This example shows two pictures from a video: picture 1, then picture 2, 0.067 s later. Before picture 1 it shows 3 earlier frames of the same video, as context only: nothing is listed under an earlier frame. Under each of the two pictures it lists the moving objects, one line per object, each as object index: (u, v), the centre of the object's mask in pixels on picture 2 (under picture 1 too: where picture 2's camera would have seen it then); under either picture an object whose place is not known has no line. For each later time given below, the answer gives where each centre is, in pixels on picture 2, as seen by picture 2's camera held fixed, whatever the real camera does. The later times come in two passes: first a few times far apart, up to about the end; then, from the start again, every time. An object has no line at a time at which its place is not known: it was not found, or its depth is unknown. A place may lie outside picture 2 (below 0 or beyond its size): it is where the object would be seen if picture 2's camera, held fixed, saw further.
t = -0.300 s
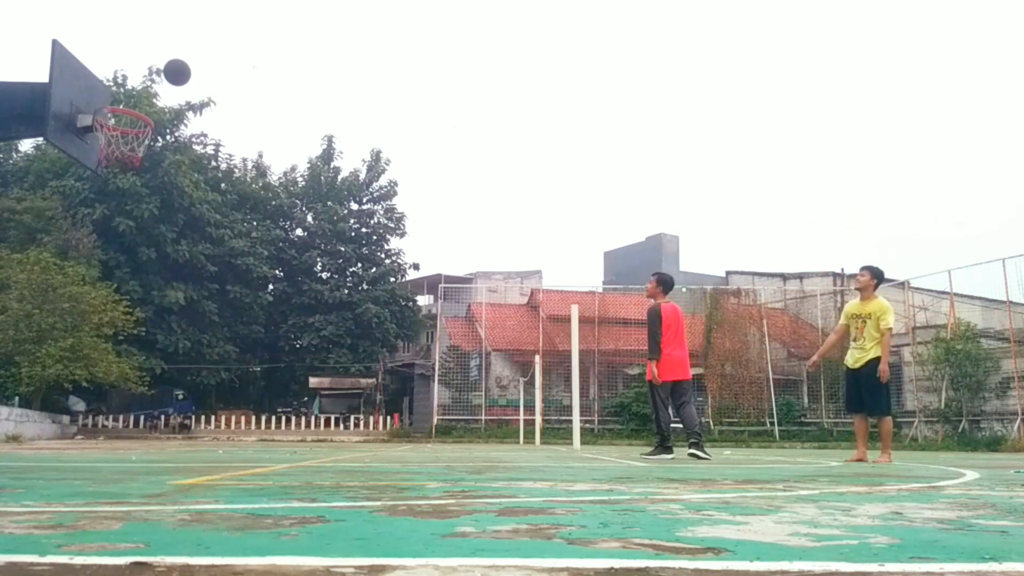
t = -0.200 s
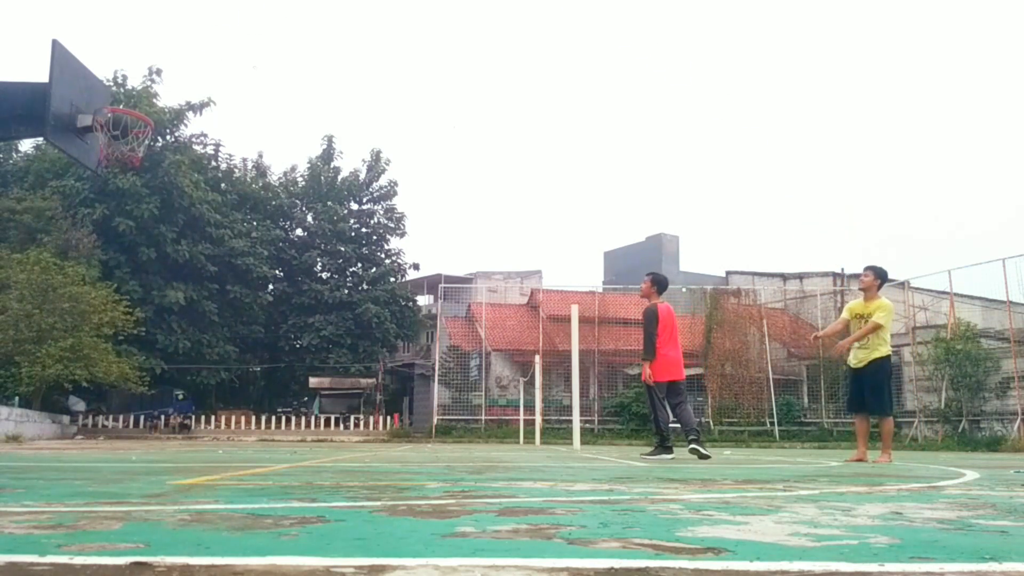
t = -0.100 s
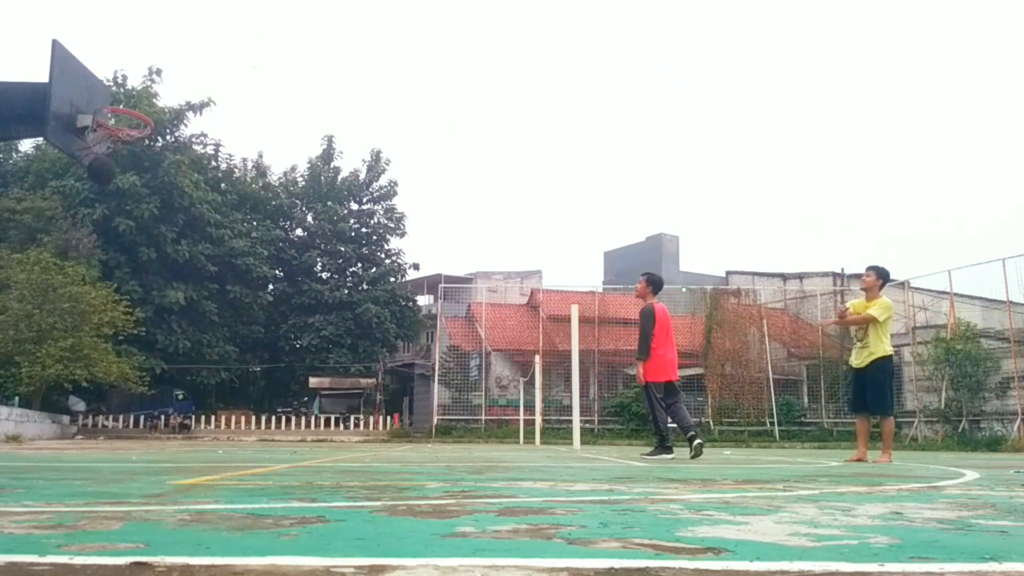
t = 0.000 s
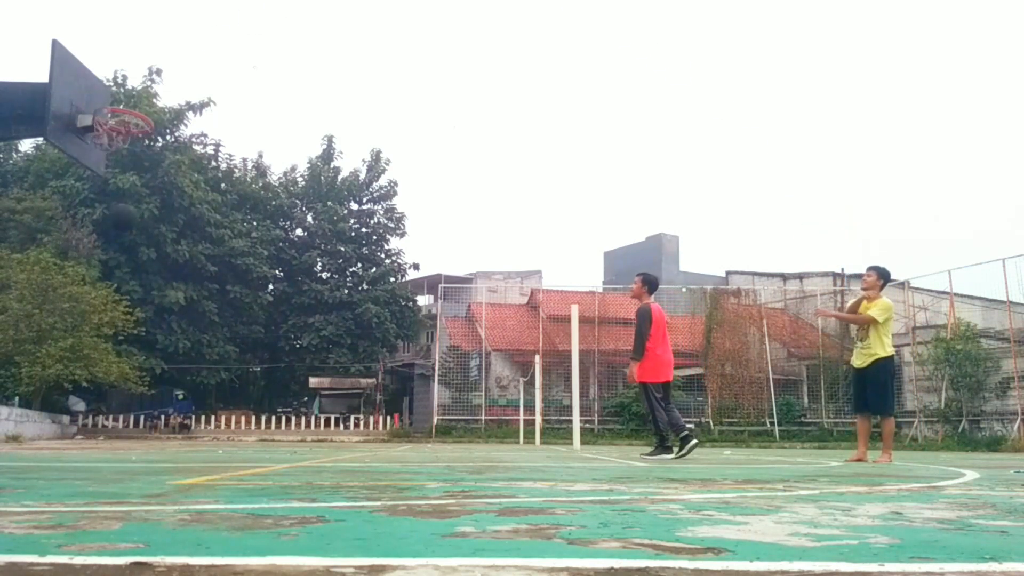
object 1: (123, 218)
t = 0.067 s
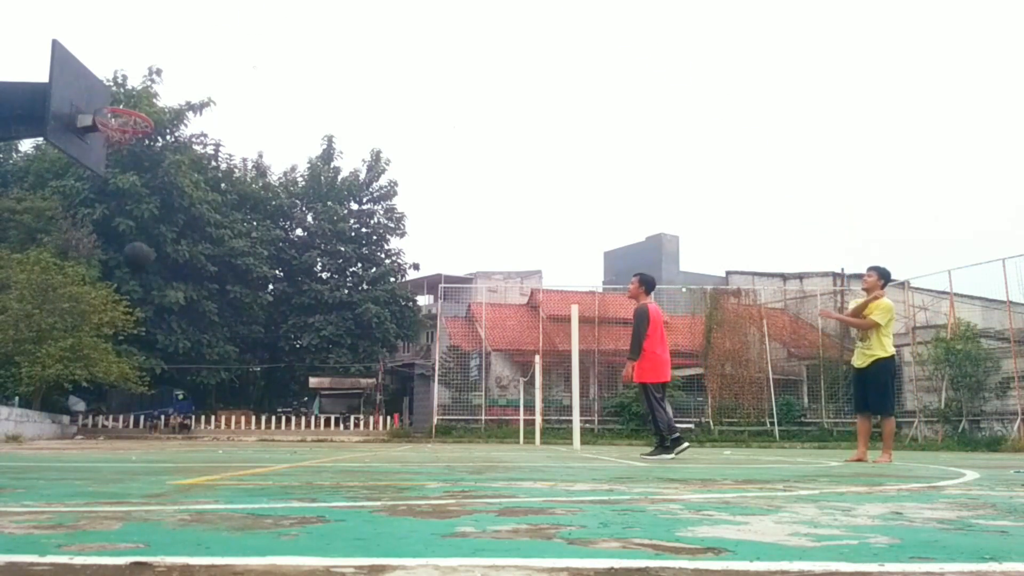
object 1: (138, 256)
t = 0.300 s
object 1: (182, 441)
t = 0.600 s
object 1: (293, 263)
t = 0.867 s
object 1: (385, 190)
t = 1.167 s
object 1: (487, 201)
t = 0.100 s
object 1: (145, 279)
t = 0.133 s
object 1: (150, 301)
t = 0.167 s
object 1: (157, 326)
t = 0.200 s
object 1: (164, 352)
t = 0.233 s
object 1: (170, 379)
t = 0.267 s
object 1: (177, 409)
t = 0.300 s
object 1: (182, 441)
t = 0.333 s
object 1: (194, 421)
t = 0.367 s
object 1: (208, 397)
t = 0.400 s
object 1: (220, 371)
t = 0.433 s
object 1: (233, 352)
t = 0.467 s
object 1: (245, 331)
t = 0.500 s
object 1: (257, 312)
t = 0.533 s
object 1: (270, 294)
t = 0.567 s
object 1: (282, 278)
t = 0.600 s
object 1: (293, 263)
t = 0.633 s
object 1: (305, 250)
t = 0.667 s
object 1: (317, 237)
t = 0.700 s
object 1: (328, 226)
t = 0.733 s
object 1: (340, 216)
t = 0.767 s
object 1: (351, 208)
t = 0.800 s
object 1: (363, 201)
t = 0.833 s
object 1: (374, 195)
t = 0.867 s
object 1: (385, 190)
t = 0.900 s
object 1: (397, 186)
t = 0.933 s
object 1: (408, 183)
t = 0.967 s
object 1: (420, 182)
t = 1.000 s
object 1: (431, 182)
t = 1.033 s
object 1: (442, 184)
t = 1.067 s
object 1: (453, 186)
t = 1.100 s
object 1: (464, 190)
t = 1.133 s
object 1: (475, 195)
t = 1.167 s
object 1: (487, 201)
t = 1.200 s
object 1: (498, 208)
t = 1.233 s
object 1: (509, 217)
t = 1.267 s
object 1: (521, 227)
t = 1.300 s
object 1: (532, 239)
